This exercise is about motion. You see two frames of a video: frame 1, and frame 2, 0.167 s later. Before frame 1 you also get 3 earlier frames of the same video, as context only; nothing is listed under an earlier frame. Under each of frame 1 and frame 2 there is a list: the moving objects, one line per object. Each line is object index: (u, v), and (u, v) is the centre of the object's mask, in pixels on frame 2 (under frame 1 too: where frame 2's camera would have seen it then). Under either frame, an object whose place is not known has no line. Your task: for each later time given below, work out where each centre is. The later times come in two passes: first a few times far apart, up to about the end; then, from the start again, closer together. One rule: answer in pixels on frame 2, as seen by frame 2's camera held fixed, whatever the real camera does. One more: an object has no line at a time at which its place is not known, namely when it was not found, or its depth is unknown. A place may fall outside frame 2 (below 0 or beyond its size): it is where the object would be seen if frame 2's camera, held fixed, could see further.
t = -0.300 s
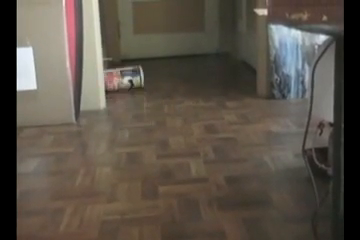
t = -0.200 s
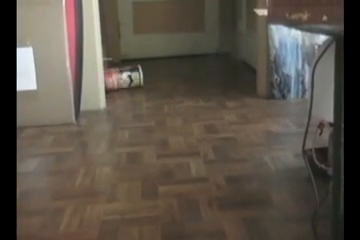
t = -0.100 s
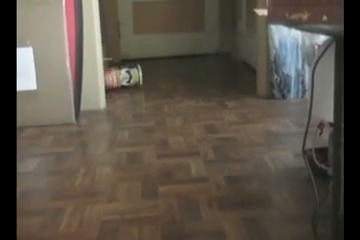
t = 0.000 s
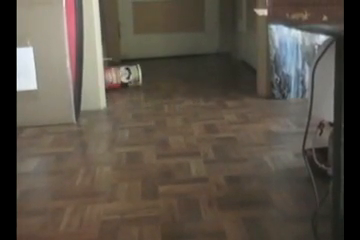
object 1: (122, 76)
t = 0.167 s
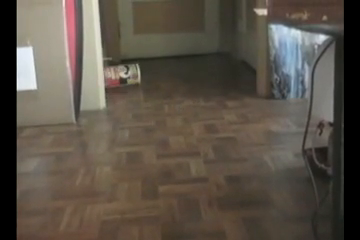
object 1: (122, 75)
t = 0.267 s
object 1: (122, 75)
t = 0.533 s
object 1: (121, 74)
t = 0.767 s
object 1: (121, 75)
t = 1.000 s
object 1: (122, 75)
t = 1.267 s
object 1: (123, 76)
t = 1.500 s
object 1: (123, 77)
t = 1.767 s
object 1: (124, 79)
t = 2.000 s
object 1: (126, 81)
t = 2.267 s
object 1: (128, 85)
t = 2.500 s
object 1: (130, 88)
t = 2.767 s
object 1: (134, 91)
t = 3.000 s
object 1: (136, 93)
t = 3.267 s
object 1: (139, 97)
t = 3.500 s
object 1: (141, 100)
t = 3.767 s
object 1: (143, 102)
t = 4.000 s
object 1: (146, 106)
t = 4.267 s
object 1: (148, 109)
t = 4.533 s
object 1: (149, 112)
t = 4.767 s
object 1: (150, 116)
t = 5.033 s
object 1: (153, 121)
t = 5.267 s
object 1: (155, 126)
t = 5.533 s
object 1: (157, 132)
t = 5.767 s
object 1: (160, 139)
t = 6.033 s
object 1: (162, 146)
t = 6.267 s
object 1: (164, 155)
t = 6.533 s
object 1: (166, 167)
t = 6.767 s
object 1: (168, 179)
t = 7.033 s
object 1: (170, 193)
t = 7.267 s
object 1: (172, 209)
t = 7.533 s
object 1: (174, 230)
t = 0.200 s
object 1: (122, 75)
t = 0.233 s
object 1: (122, 75)
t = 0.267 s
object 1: (122, 75)
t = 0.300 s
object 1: (122, 75)
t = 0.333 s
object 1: (121, 75)
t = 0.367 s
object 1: (121, 75)
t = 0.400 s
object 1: (121, 75)
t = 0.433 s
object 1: (121, 75)
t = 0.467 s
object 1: (121, 75)
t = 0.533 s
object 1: (121, 74)
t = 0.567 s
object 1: (121, 74)
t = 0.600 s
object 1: (121, 74)
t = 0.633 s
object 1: (121, 74)
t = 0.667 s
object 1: (121, 74)
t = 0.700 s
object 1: (121, 74)
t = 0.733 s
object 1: (121, 75)
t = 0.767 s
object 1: (121, 75)
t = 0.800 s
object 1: (121, 75)
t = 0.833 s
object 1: (122, 75)
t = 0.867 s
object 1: (122, 75)
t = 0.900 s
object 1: (122, 75)
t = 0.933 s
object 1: (122, 75)
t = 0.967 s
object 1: (122, 75)
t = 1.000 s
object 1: (122, 75)
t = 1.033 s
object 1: (122, 75)
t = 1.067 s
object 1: (122, 75)
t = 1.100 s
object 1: (122, 75)
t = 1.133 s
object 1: (122, 75)
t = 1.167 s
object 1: (122, 75)
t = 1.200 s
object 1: (122, 76)
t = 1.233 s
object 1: (123, 76)
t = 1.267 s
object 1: (123, 76)
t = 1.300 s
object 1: (123, 76)
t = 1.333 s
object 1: (123, 76)
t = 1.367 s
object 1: (123, 76)
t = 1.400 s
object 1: (123, 77)
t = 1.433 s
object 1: (123, 77)
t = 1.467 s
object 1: (123, 77)
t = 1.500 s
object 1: (123, 77)
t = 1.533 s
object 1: (124, 77)
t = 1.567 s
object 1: (124, 78)
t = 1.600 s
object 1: (124, 78)
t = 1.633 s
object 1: (124, 78)
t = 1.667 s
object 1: (124, 78)
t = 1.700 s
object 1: (124, 79)
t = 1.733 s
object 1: (124, 79)
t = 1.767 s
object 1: (124, 79)
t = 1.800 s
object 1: (125, 79)
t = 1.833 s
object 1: (125, 80)
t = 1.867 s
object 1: (125, 79)
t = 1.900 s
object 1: (125, 80)
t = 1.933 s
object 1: (126, 80)
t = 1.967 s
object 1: (126, 81)
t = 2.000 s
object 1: (126, 81)
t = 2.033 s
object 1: (126, 82)
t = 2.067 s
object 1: (126, 82)
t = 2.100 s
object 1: (126, 83)
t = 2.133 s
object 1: (127, 84)
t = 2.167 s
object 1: (127, 84)
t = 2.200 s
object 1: (127, 84)
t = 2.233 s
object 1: (128, 84)
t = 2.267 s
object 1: (128, 85)
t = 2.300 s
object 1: (128, 85)
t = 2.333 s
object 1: (128, 85)
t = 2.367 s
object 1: (128, 85)
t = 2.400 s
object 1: (129, 86)
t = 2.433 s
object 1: (129, 86)
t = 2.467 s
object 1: (129, 87)
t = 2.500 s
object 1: (130, 88)
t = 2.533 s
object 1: (130, 88)
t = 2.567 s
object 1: (130, 89)
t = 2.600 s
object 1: (131, 90)
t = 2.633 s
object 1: (132, 90)
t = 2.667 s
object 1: (132, 90)
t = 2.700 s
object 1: (133, 90)
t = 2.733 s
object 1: (134, 91)
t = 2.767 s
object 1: (134, 91)
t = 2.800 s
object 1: (135, 91)
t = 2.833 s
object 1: (135, 91)
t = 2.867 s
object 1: (135, 92)
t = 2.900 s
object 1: (135, 92)
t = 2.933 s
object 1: (136, 93)
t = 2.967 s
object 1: (136, 93)
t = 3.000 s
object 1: (136, 93)
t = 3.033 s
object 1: (137, 94)
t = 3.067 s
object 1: (137, 94)
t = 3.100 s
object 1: (138, 95)
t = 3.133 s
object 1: (138, 95)
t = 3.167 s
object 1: (138, 96)
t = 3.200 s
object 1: (139, 96)
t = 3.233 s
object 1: (139, 97)
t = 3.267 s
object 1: (139, 97)
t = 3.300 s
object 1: (139, 97)
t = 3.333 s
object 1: (140, 97)
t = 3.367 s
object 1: (140, 98)
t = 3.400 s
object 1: (140, 98)
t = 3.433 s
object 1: (140, 99)
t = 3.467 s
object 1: (141, 99)
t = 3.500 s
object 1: (141, 100)
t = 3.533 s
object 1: (142, 100)
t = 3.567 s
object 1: (142, 101)
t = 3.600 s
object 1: (142, 101)
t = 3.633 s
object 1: (142, 101)
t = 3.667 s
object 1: (142, 102)
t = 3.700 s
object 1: (143, 102)
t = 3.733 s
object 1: (143, 102)
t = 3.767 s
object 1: (143, 102)
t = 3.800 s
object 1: (143, 103)
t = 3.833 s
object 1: (144, 103)
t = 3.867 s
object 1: (144, 104)
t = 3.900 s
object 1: (144, 105)
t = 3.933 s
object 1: (145, 105)
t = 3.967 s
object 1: (145, 106)
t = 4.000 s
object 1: (146, 106)
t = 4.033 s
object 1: (146, 106)
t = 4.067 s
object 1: (146, 107)
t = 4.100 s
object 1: (146, 107)
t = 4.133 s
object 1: (147, 108)
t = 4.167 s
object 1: (147, 108)
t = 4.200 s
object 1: (147, 108)
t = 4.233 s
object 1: (147, 108)
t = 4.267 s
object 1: (148, 109)
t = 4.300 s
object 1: (148, 109)
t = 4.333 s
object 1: (148, 110)
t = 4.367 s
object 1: (148, 110)
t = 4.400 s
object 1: (148, 111)
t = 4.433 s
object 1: (148, 111)
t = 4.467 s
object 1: (149, 112)
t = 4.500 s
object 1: (149, 111)
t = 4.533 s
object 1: (149, 112)
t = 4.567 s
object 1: (149, 113)
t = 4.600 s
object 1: (149, 113)
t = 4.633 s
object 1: (149, 113)
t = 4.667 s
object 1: (150, 114)
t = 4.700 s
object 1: (150, 114)
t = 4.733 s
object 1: (150, 115)
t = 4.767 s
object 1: (150, 116)
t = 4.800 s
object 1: (151, 116)
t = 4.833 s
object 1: (151, 117)
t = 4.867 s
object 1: (152, 118)
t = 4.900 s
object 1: (152, 118)
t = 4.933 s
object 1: (152, 119)
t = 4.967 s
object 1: (153, 119)
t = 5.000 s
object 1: (153, 120)
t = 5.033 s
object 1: (153, 121)
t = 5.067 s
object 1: (153, 122)
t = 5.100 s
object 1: (153, 122)
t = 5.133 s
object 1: (154, 123)
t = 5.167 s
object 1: (154, 123)
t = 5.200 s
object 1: (154, 124)
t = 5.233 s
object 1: (155, 125)
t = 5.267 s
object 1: (155, 126)
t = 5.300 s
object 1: (155, 127)
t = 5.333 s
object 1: (156, 127)
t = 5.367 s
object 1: (156, 128)
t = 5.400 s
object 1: (156, 129)
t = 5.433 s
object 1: (156, 129)
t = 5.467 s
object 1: (156, 130)
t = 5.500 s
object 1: (156, 131)
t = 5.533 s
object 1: (157, 132)
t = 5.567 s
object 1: (157, 132)
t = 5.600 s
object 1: (158, 133)
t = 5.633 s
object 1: (158, 135)
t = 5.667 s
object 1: (158, 136)
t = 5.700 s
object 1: (159, 137)
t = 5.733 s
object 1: (159, 138)
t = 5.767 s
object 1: (160, 139)
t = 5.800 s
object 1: (160, 140)
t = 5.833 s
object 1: (160, 140)
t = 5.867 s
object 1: (160, 141)
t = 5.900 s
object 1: (160, 142)
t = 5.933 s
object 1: (160, 143)
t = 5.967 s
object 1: (161, 144)
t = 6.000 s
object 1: (161, 145)
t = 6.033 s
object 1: (162, 146)
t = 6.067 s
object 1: (161, 147)
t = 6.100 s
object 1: (162, 148)
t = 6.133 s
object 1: (162, 149)
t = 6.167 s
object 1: (162, 151)
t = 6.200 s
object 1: (163, 153)
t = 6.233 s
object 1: (163, 154)
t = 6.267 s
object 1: (164, 155)
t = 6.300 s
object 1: (164, 157)
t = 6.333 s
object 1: (164, 158)
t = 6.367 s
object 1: (165, 160)
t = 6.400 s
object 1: (165, 161)
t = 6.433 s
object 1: (166, 163)
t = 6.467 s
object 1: (166, 164)
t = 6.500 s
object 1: (166, 165)
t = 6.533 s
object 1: (166, 167)
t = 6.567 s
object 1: (167, 168)
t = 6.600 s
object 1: (166, 169)
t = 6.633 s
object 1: (166, 171)
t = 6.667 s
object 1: (167, 172)
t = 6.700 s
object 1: (167, 175)
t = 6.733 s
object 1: (168, 177)
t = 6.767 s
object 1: (168, 179)
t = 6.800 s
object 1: (169, 181)
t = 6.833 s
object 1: (169, 183)
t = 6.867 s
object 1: (169, 185)
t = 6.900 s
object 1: (169, 187)
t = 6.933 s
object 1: (169, 188)
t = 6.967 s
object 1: (170, 190)
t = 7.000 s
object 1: (170, 191)
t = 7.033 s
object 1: (170, 193)
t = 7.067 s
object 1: (171, 195)
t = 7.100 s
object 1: (171, 197)
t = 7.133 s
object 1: (171, 200)
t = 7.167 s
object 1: (171, 202)
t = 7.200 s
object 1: (171, 205)
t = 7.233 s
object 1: (172, 207)
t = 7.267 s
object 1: (172, 209)
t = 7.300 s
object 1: (172, 212)
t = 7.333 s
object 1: (172, 214)
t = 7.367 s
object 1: (173, 217)
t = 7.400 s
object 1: (173, 220)
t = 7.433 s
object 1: (173, 222)
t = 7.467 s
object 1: (173, 225)
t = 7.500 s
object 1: (174, 227)
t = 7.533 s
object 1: (174, 230)
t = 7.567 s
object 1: (174, 233)
